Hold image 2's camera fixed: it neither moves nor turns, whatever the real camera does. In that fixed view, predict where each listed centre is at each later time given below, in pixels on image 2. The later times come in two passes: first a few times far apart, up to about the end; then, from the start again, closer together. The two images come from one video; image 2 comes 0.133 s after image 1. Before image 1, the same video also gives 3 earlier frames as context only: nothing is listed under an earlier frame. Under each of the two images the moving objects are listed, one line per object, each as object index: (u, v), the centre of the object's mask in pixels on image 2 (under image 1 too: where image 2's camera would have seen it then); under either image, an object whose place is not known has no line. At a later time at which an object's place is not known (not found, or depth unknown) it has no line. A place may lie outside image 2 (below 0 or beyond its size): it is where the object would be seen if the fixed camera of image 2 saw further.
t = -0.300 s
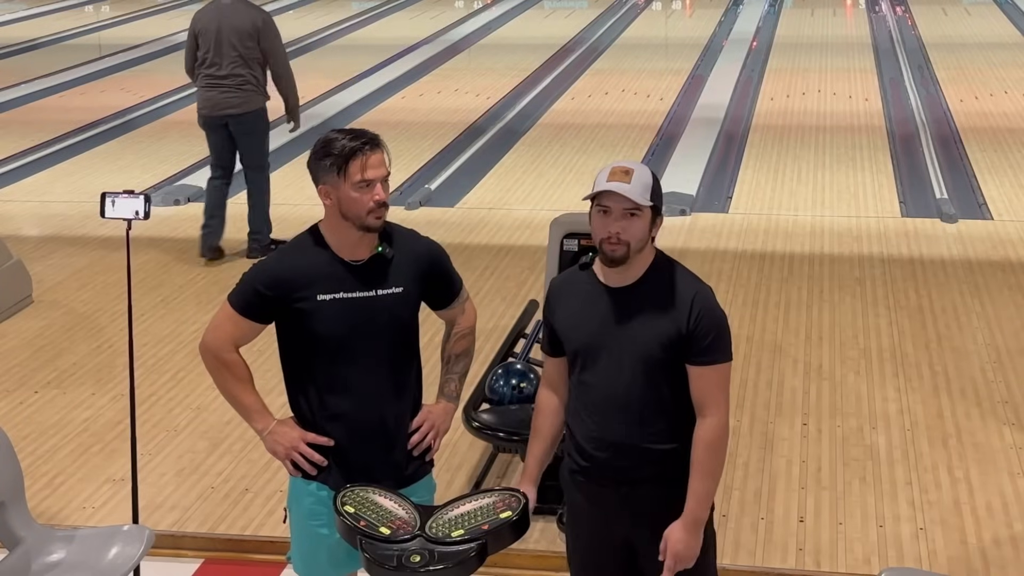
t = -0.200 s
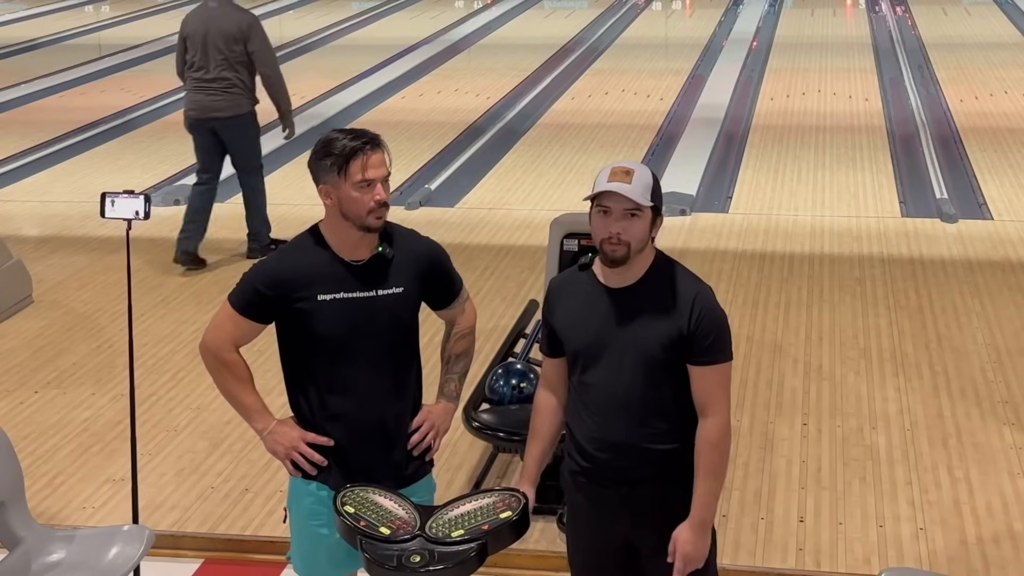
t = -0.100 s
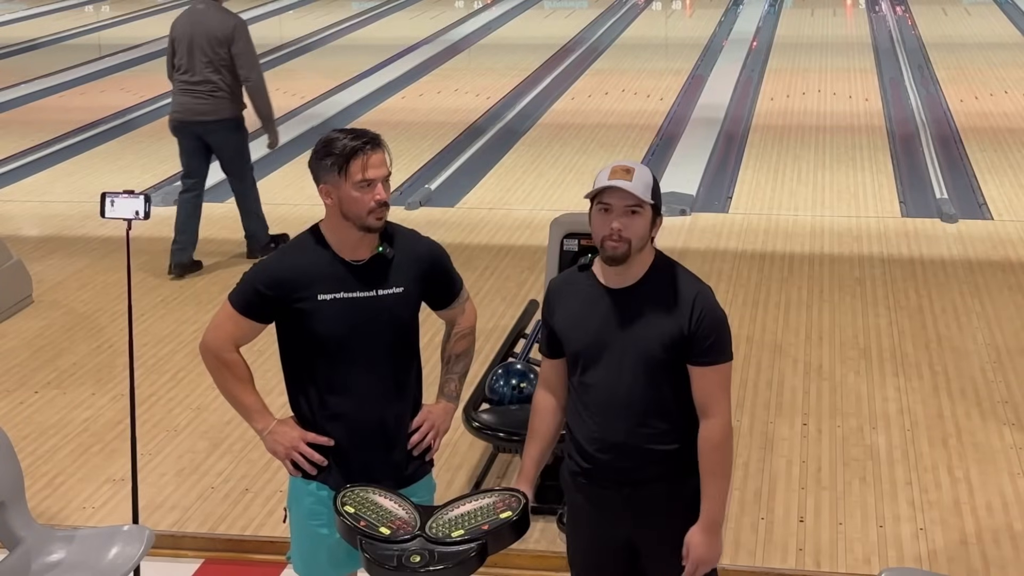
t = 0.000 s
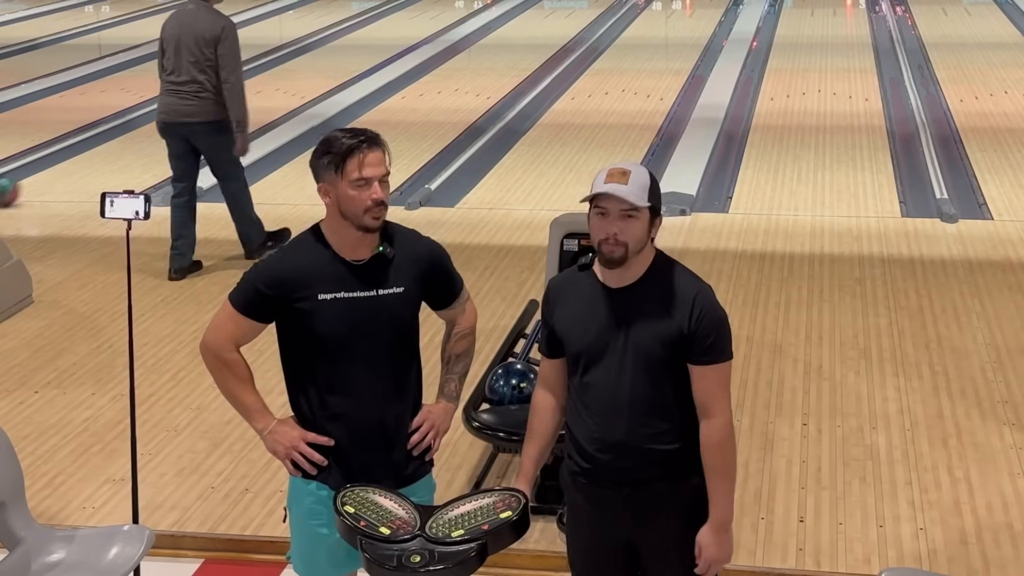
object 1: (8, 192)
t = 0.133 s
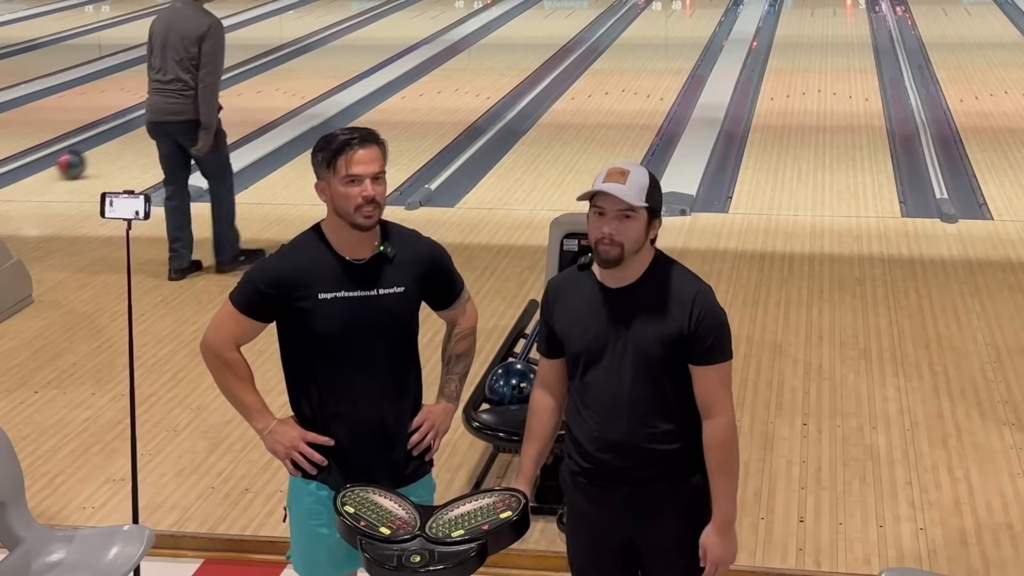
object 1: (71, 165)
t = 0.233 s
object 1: (115, 148)
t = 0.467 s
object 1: (206, 109)
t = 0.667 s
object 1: (259, 85)
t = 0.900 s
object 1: (315, 62)
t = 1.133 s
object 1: (361, 42)
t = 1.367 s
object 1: (400, 24)
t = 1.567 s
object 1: (428, 12)
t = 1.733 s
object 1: (449, 5)
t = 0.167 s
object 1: (87, 158)
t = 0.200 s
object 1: (102, 153)
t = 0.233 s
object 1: (115, 148)
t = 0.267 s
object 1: (129, 142)
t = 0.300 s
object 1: (136, 140)
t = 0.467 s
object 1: (206, 109)
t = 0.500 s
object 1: (212, 105)
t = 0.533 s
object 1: (222, 101)
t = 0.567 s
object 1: (232, 97)
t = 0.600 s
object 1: (241, 93)
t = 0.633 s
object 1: (250, 89)
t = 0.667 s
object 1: (259, 85)
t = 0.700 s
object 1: (268, 81)
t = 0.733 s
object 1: (277, 78)
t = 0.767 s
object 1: (285, 75)
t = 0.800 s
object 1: (293, 71)
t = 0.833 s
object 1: (300, 68)
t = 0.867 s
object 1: (308, 65)
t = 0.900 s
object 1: (315, 62)
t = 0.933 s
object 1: (323, 59)
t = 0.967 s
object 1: (329, 55)
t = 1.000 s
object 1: (336, 52)
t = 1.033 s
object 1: (343, 50)
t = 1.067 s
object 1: (349, 47)
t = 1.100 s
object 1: (355, 44)
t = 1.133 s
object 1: (361, 42)
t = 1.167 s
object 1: (367, 39)
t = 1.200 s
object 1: (373, 37)
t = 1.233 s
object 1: (379, 34)
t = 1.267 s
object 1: (384, 32)
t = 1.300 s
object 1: (389, 29)
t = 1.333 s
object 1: (395, 27)
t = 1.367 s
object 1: (400, 24)
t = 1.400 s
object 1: (405, 22)
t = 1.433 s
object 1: (410, 20)
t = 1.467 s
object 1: (414, 18)
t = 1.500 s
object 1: (419, 16)
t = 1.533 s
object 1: (423, 14)
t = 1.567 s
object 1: (428, 12)
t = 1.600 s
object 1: (432, 10)
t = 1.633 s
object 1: (436, 8)
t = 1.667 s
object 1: (440, 6)
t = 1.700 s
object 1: (444, 6)
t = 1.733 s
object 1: (449, 5)
